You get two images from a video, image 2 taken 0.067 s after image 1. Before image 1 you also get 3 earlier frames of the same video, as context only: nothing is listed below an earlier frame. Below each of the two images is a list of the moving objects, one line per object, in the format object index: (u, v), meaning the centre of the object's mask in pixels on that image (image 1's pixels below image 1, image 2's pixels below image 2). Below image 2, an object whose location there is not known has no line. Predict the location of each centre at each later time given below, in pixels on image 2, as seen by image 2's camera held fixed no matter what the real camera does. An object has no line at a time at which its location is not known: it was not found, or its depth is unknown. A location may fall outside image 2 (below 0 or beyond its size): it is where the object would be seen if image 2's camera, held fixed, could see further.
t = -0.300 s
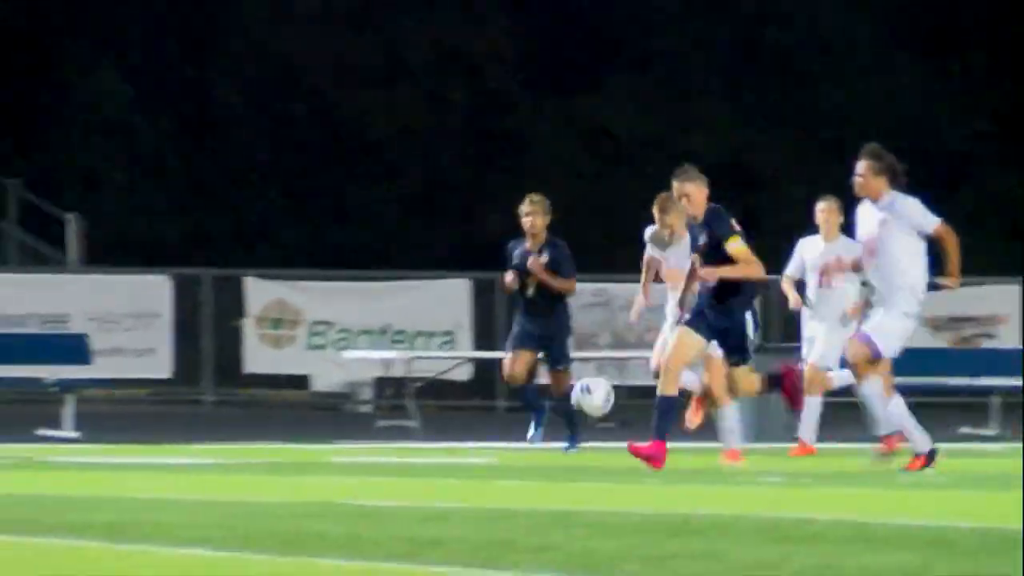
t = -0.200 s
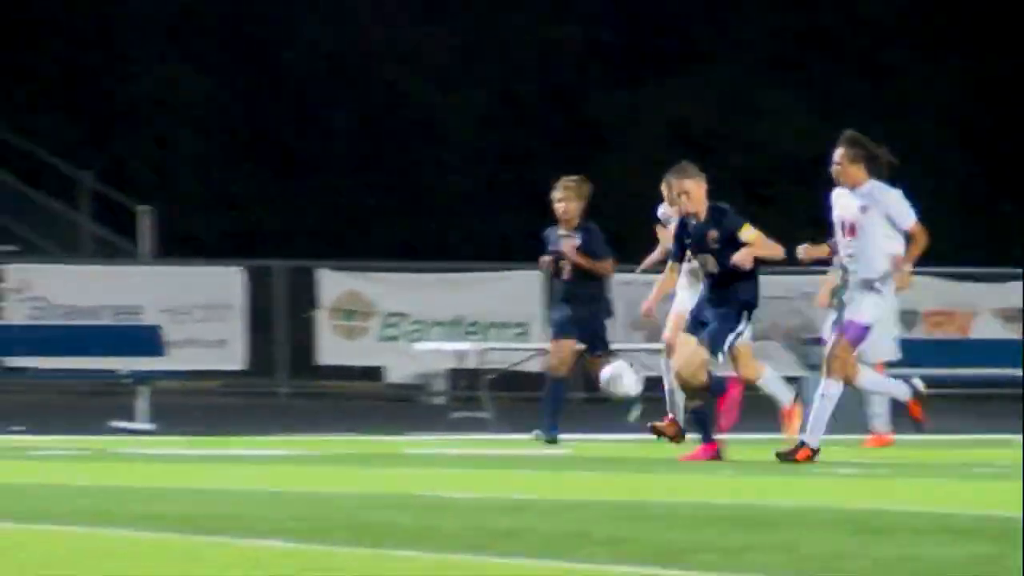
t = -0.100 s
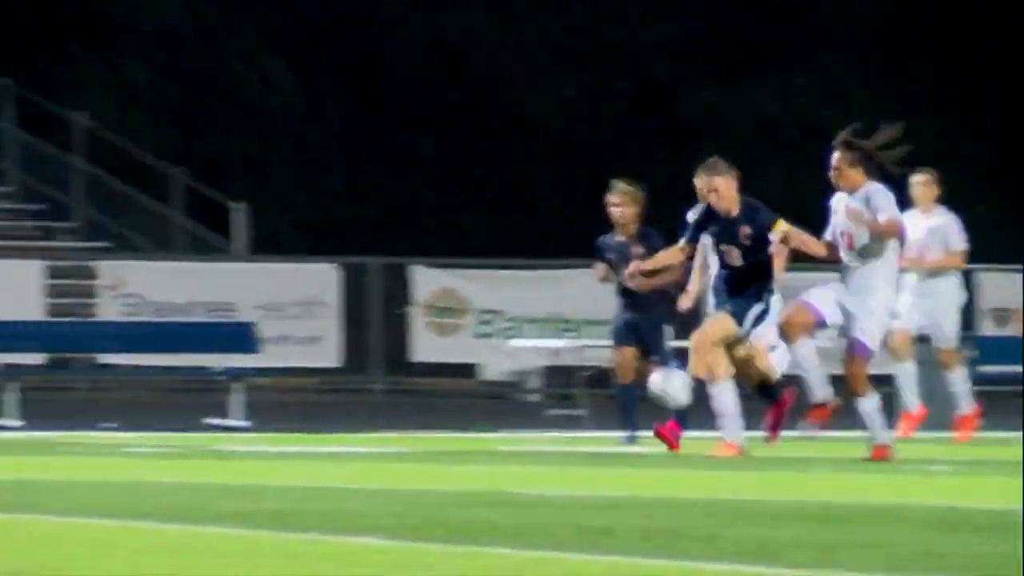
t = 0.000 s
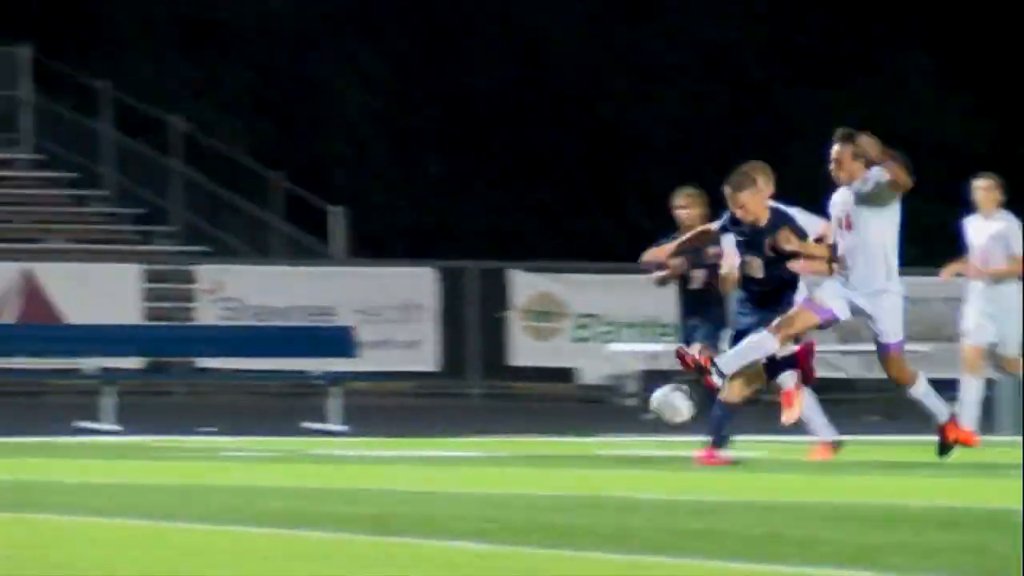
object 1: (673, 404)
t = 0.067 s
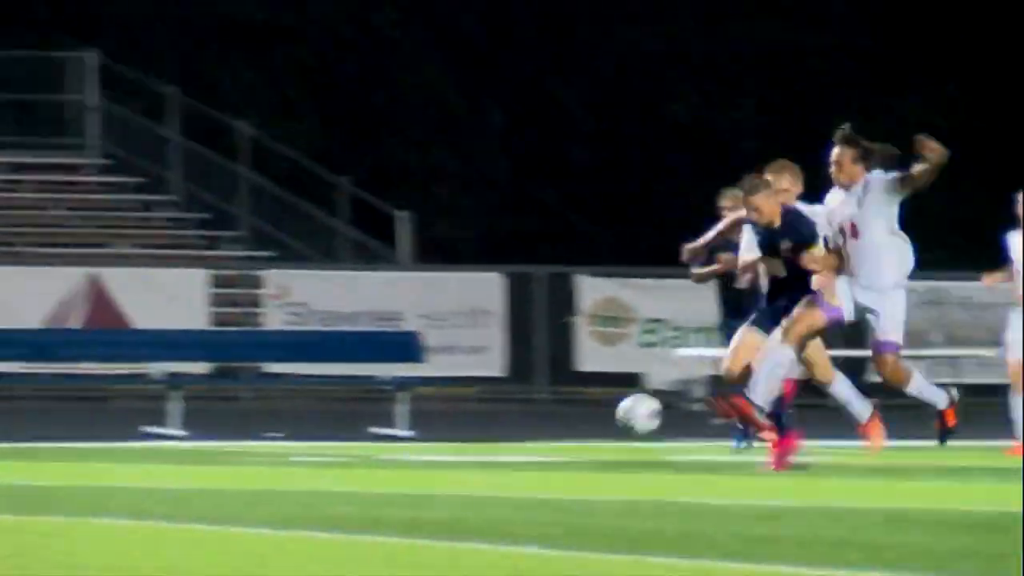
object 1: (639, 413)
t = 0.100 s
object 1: (590, 418)
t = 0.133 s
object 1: (540, 426)
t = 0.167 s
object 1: (492, 437)
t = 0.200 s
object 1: (444, 449)
